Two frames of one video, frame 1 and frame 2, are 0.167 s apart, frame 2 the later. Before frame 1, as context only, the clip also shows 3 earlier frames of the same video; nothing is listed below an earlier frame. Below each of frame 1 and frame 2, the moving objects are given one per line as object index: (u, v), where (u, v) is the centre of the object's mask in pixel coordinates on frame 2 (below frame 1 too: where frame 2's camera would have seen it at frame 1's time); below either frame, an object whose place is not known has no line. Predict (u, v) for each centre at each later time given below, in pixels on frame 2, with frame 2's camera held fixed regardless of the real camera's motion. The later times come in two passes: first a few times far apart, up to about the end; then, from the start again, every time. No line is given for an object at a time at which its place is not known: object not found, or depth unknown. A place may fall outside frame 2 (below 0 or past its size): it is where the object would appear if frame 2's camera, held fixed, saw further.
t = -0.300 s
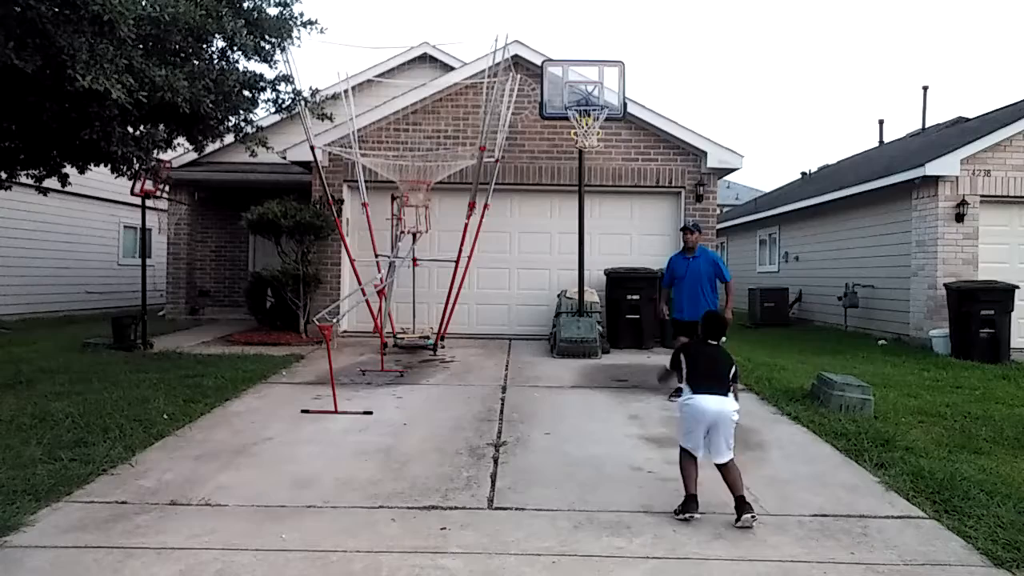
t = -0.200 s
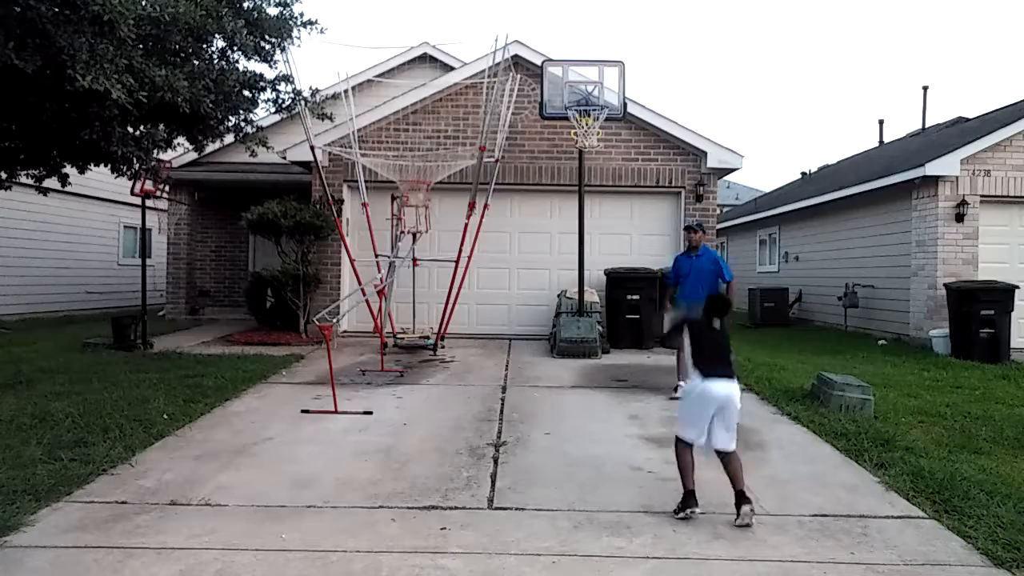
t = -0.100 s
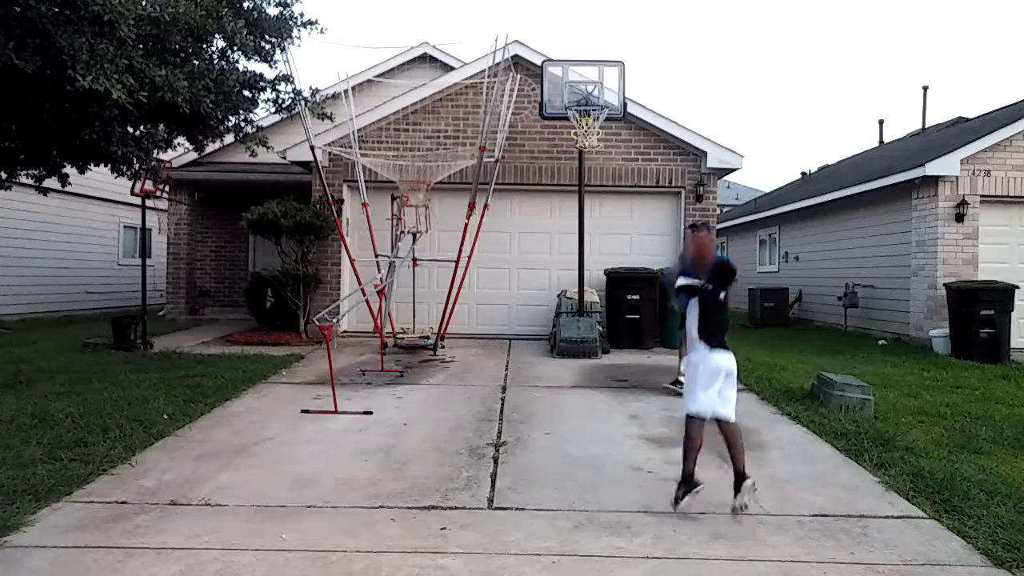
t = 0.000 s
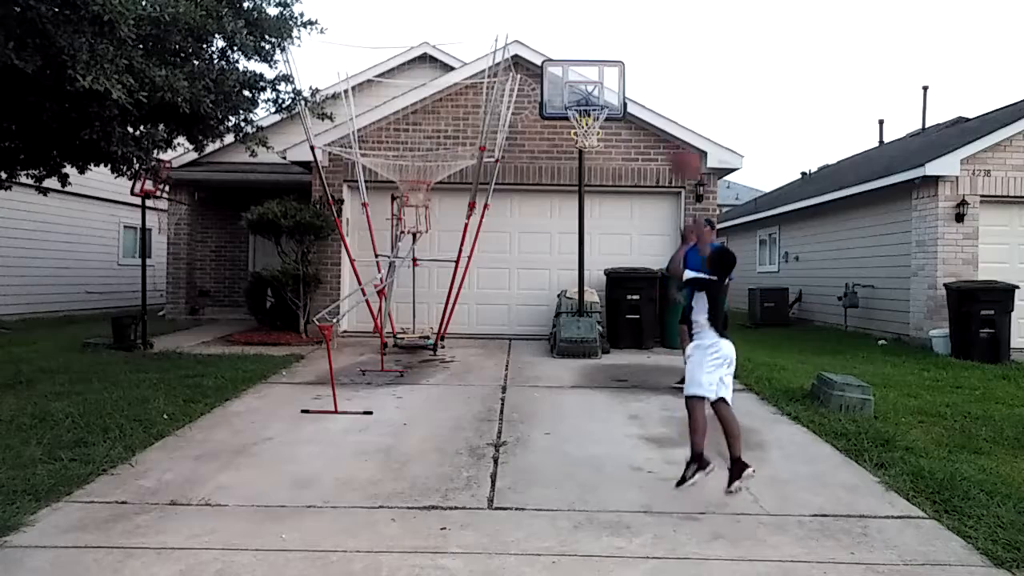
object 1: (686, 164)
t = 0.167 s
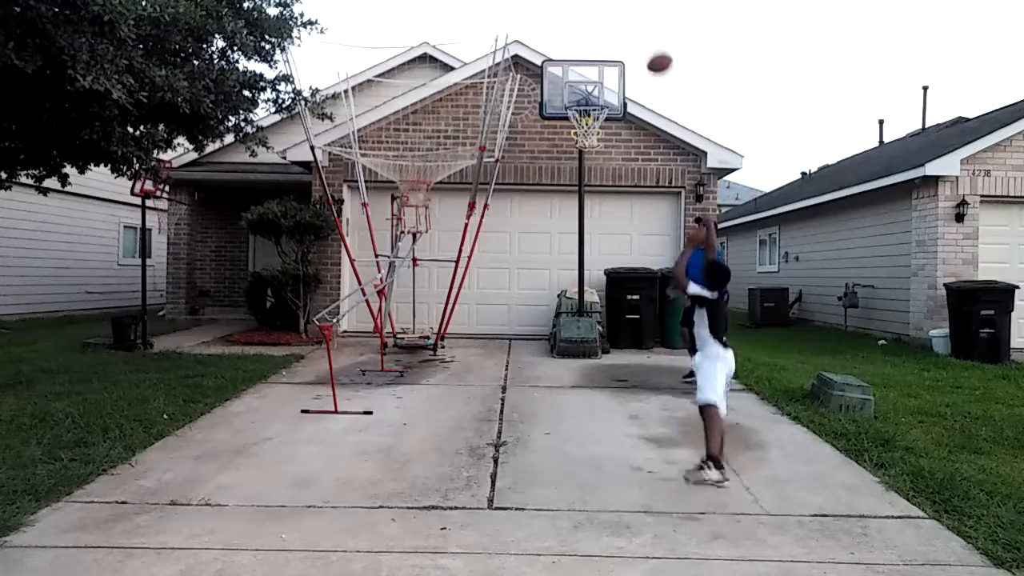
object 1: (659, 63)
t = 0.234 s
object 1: (651, 38)
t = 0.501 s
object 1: (624, 5)
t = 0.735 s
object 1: (605, 28)
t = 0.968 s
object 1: (588, 97)
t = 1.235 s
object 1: (588, 138)
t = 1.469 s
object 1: (594, 176)
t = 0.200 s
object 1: (655, 49)
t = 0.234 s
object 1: (651, 38)
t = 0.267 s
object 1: (648, 28)
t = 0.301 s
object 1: (644, 20)
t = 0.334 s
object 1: (640, 13)
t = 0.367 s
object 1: (637, 9)
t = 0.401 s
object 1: (634, 7)
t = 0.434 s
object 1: (630, 6)
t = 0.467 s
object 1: (627, 5)
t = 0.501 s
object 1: (624, 5)
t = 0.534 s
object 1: (621, 6)
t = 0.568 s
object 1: (619, 7)
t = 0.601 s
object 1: (615, 8)
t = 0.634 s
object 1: (613, 11)
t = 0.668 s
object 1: (610, 16)
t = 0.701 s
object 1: (607, 22)
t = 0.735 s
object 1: (605, 28)
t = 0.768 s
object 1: (602, 36)
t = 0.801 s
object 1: (600, 44)
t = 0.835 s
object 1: (598, 53)
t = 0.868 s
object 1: (595, 63)
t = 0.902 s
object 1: (594, 73)
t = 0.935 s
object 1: (591, 84)
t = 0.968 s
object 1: (588, 97)
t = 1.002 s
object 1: (583, 104)
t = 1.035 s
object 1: (584, 117)
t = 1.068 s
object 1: (583, 130)
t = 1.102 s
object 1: (584, 131)
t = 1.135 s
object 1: (585, 131)
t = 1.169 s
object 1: (586, 133)
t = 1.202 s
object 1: (587, 135)
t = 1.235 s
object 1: (588, 138)
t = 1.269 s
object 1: (590, 142)
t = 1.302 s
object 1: (591, 147)
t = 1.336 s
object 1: (593, 150)
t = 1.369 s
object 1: (593, 155)
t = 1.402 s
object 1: (594, 161)
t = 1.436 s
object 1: (593, 166)
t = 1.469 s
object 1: (594, 176)
